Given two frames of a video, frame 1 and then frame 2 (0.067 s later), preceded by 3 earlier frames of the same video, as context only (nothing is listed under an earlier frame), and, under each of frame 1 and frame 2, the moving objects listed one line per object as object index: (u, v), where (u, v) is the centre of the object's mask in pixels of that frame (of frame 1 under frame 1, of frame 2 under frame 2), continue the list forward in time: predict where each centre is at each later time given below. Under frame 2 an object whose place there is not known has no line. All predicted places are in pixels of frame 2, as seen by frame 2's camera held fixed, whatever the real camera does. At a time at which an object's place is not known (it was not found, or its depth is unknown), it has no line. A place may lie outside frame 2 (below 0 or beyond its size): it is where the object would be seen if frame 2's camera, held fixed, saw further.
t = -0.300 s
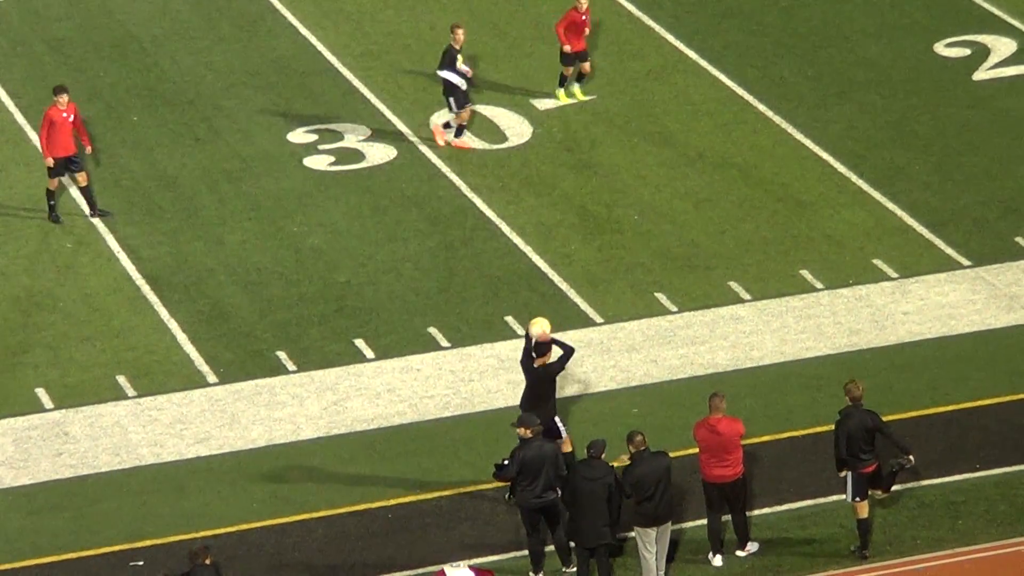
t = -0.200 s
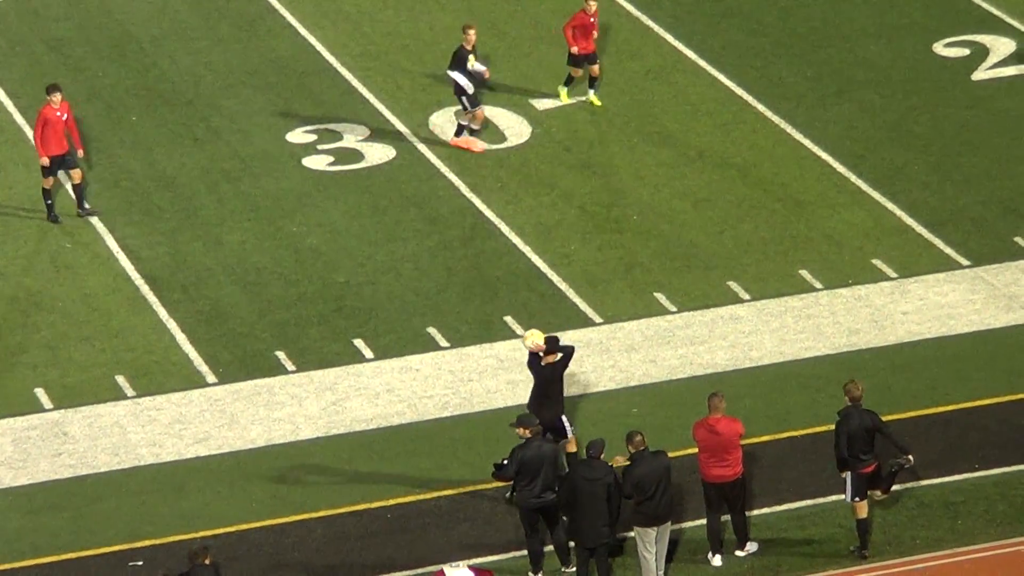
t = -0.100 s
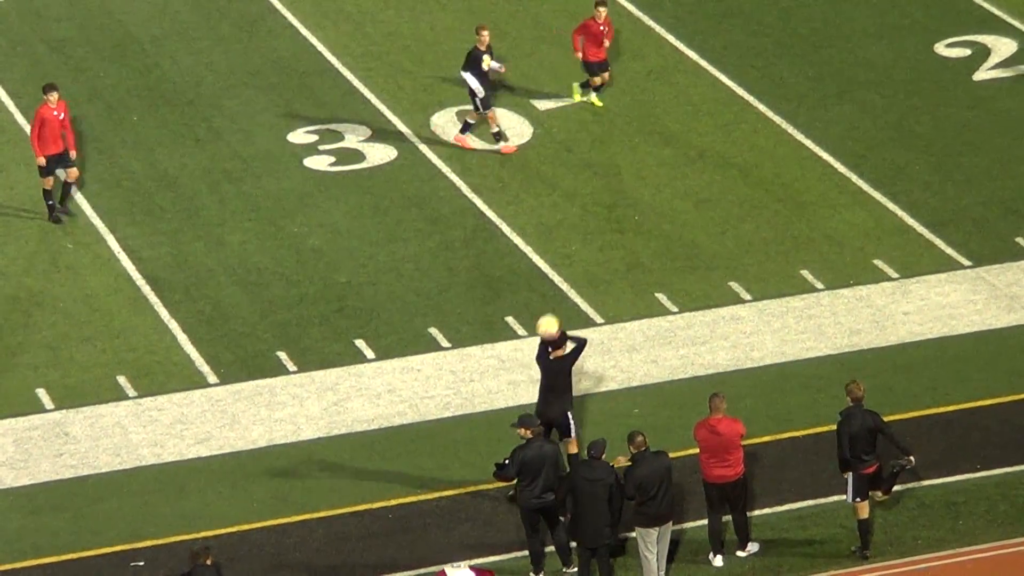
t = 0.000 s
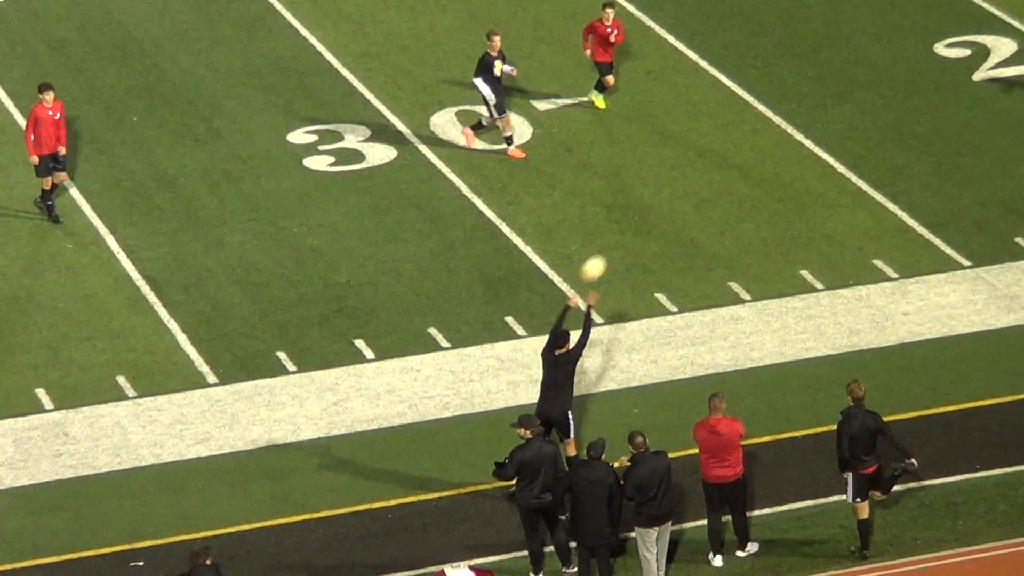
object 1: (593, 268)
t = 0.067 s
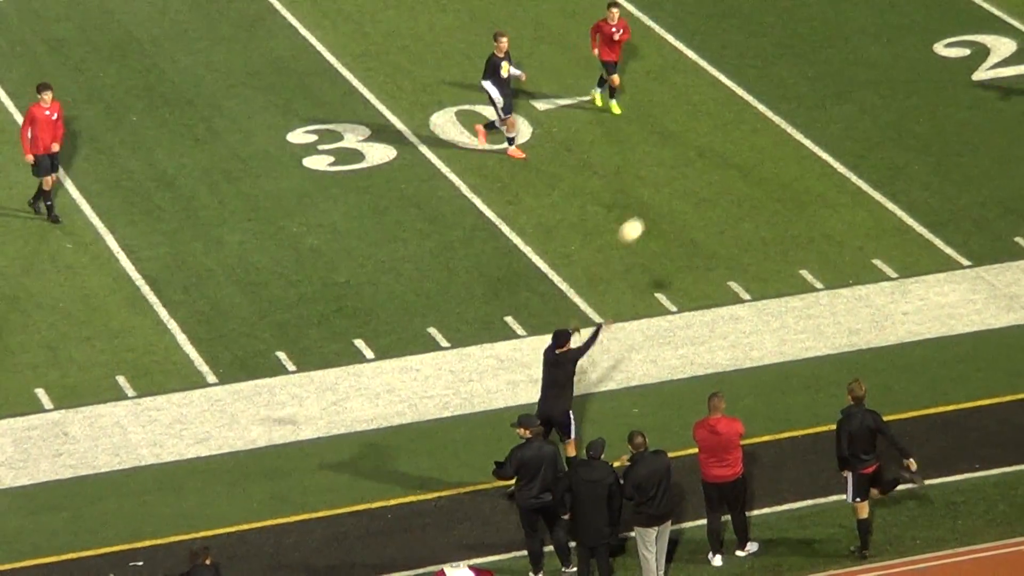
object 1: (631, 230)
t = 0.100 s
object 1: (650, 214)
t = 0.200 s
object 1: (705, 169)
